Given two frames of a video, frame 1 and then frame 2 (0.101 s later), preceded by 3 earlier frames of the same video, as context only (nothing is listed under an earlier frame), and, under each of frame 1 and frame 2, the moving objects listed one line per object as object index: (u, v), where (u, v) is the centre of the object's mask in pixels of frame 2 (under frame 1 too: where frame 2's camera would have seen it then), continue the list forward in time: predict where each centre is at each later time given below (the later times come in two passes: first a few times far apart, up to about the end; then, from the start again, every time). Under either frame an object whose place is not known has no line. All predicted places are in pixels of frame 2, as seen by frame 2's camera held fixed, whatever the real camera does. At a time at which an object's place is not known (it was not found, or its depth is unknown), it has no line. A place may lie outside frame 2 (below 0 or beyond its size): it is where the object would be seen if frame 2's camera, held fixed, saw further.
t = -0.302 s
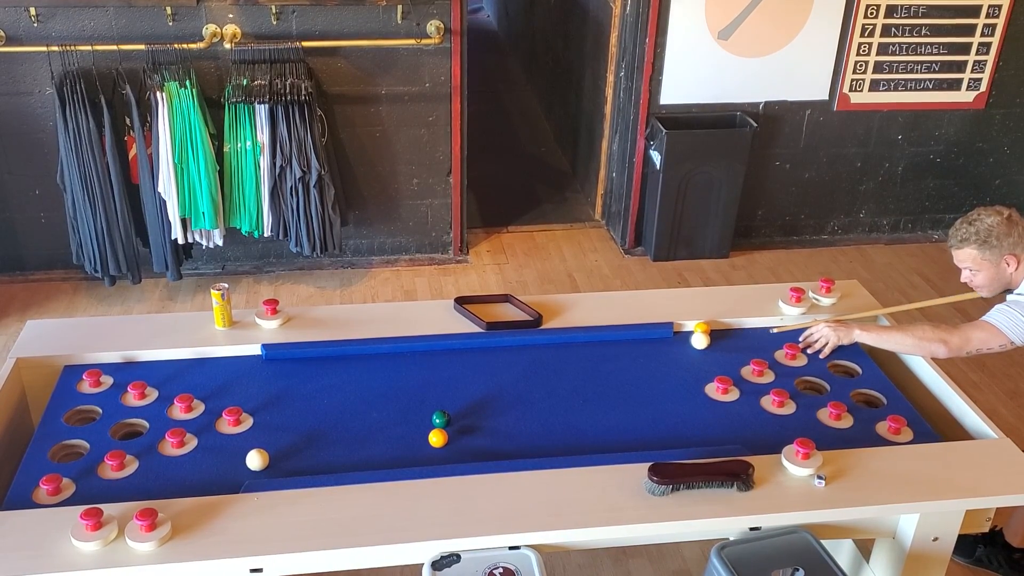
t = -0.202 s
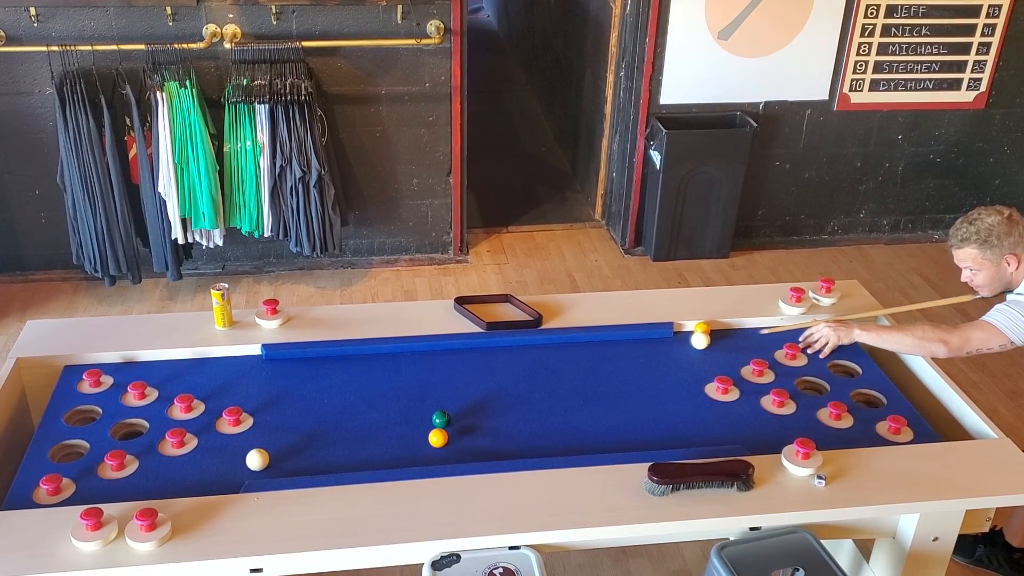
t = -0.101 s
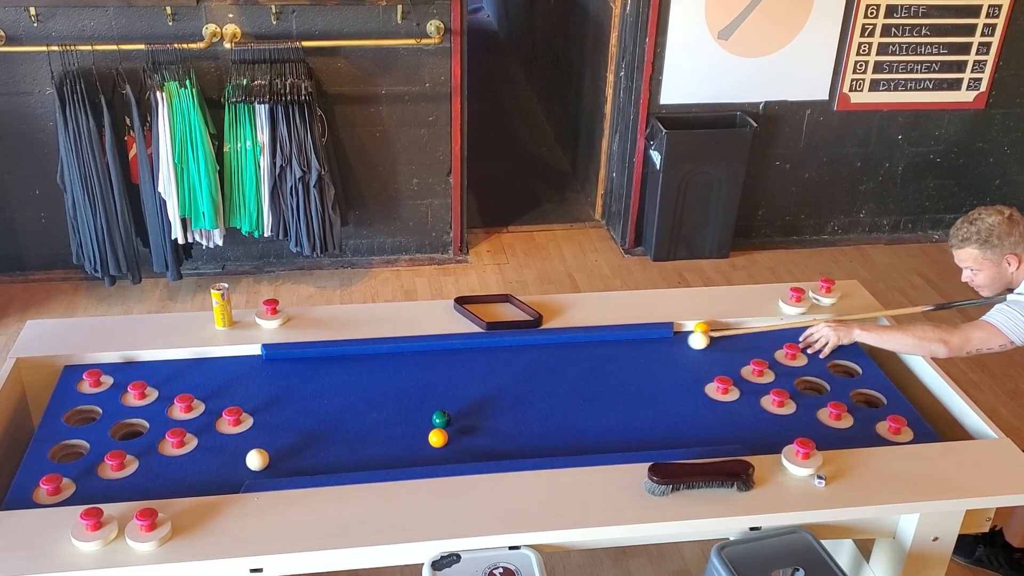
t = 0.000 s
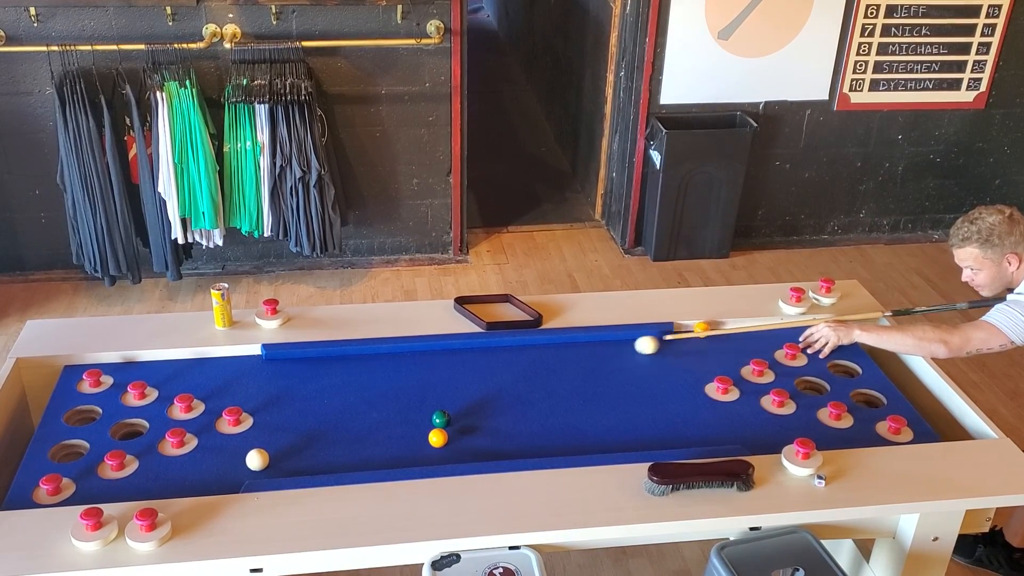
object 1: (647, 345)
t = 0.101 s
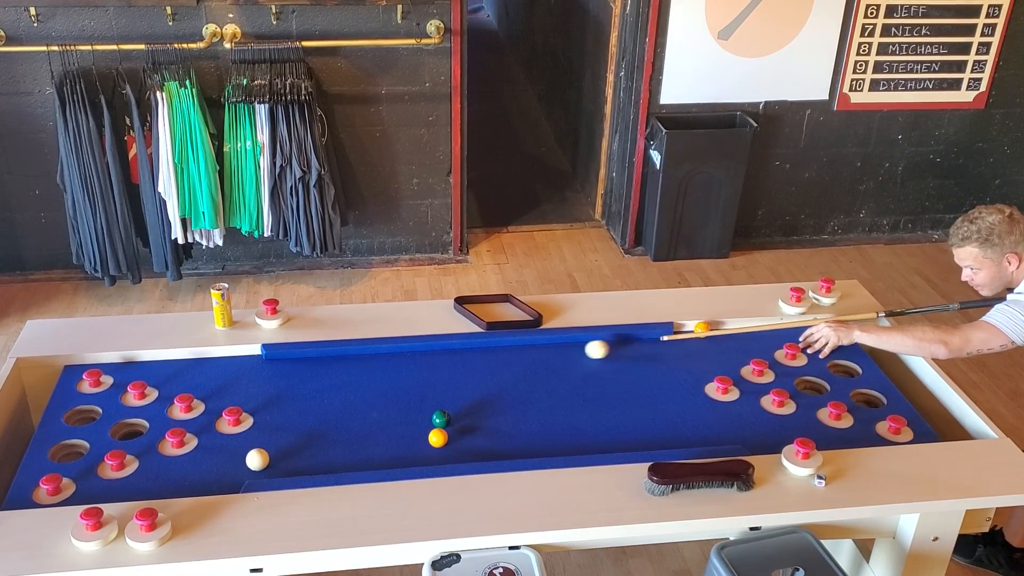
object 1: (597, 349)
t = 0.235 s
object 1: (530, 355)
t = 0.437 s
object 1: (429, 364)
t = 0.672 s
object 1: (305, 376)
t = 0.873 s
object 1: (195, 386)
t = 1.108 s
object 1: (157, 403)
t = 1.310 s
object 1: (160, 425)
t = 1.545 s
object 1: (150, 426)
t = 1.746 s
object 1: (136, 427)
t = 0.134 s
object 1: (580, 351)
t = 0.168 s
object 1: (563, 352)
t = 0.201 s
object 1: (547, 354)
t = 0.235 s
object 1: (530, 355)
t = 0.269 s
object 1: (513, 356)
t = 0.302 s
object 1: (497, 358)
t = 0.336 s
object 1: (480, 360)
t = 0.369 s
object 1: (463, 361)
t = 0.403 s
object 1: (445, 363)
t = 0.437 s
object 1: (429, 364)
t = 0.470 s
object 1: (411, 366)
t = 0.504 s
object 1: (394, 367)
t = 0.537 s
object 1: (376, 369)
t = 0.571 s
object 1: (359, 371)
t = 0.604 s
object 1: (341, 372)
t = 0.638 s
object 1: (323, 374)
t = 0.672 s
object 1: (305, 376)
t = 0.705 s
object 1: (287, 377)
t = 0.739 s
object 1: (269, 379)
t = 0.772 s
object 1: (251, 381)
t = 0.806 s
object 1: (233, 382)
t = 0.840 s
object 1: (214, 384)
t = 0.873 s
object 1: (195, 386)
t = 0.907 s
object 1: (176, 387)
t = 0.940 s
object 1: (158, 390)
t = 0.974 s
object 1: (153, 388)
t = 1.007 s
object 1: (154, 388)
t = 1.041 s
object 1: (154, 391)
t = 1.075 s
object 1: (155, 398)
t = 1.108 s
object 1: (157, 403)
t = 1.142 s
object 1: (157, 407)
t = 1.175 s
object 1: (158, 411)
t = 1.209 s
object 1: (159, 415)
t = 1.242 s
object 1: (160, 418)
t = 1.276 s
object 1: (160, 421)
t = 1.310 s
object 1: (160, 425)
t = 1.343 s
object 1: (160, 427)
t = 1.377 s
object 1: (160, 426)
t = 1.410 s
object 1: (158, 426)
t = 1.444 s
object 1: (156, 426)
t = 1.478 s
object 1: (154, 426)
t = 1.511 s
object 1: (152, 426)
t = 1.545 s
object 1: (150, 426)
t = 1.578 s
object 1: (148, 425)
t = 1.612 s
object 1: (145, 425)
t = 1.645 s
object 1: (143, 425)
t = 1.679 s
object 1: (141, 425)
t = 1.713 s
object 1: (139, 425)
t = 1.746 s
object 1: (136, 427)
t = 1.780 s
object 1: (133, 429)
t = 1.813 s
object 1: (129, 431)
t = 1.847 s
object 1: (130, 432)
